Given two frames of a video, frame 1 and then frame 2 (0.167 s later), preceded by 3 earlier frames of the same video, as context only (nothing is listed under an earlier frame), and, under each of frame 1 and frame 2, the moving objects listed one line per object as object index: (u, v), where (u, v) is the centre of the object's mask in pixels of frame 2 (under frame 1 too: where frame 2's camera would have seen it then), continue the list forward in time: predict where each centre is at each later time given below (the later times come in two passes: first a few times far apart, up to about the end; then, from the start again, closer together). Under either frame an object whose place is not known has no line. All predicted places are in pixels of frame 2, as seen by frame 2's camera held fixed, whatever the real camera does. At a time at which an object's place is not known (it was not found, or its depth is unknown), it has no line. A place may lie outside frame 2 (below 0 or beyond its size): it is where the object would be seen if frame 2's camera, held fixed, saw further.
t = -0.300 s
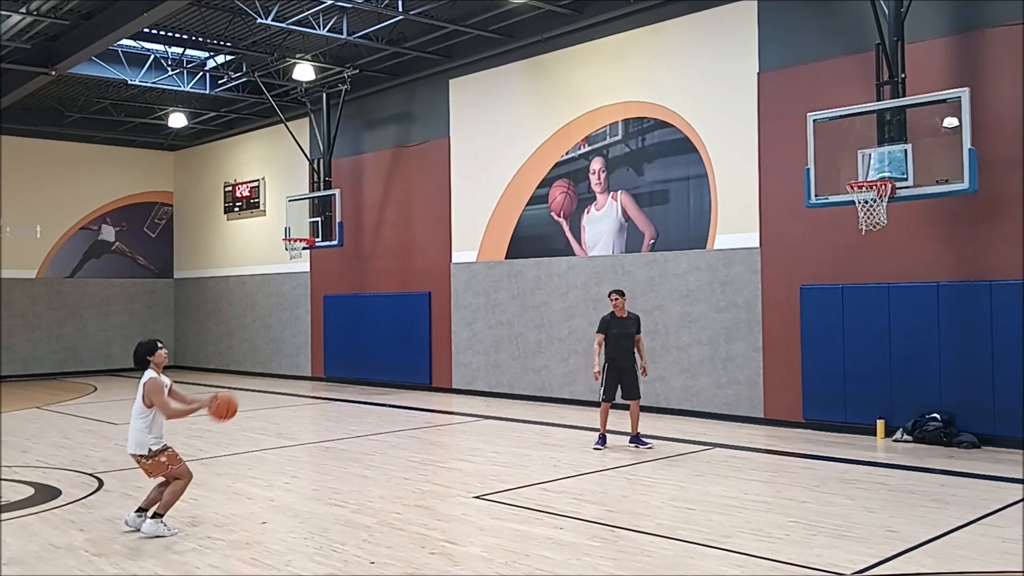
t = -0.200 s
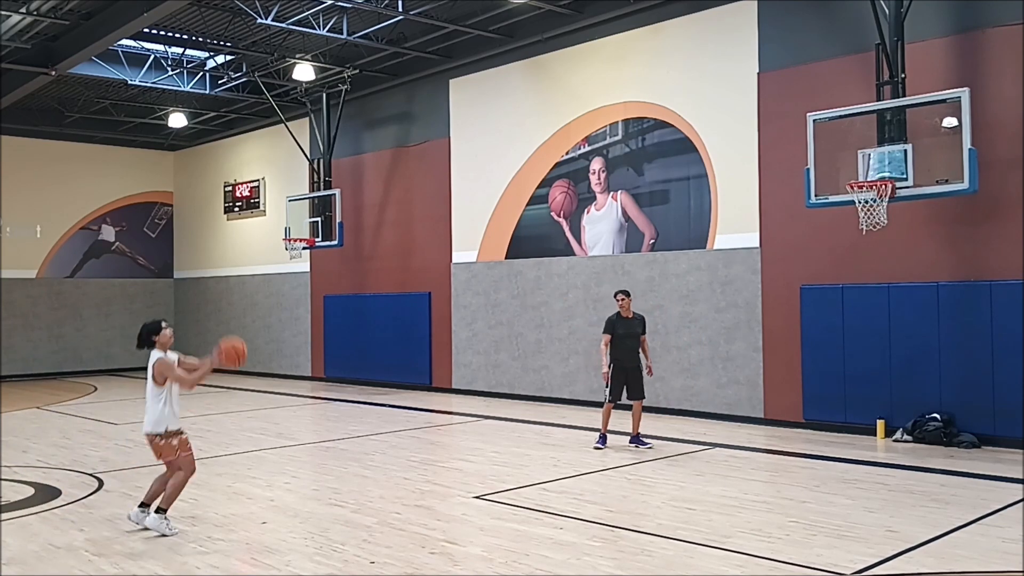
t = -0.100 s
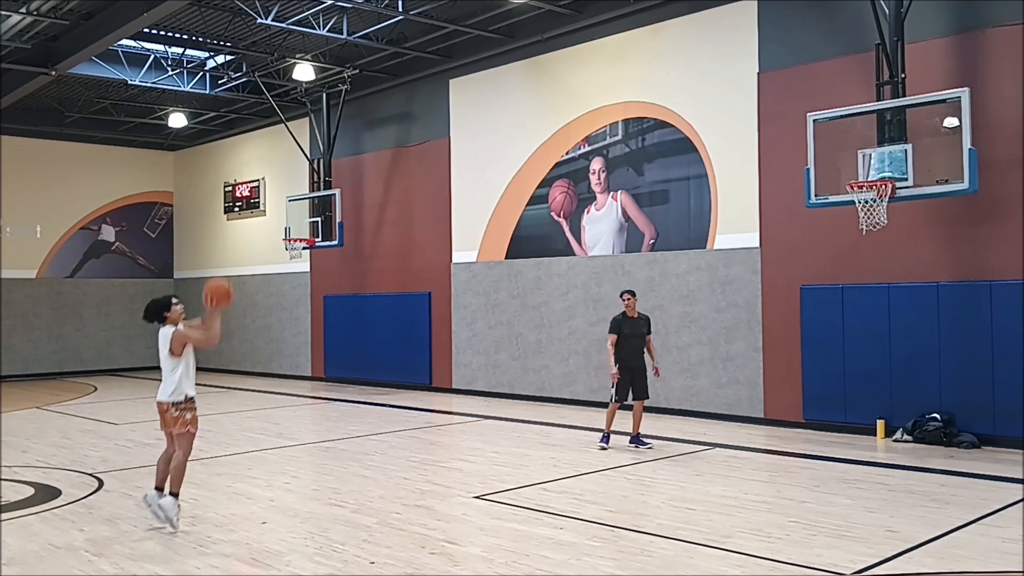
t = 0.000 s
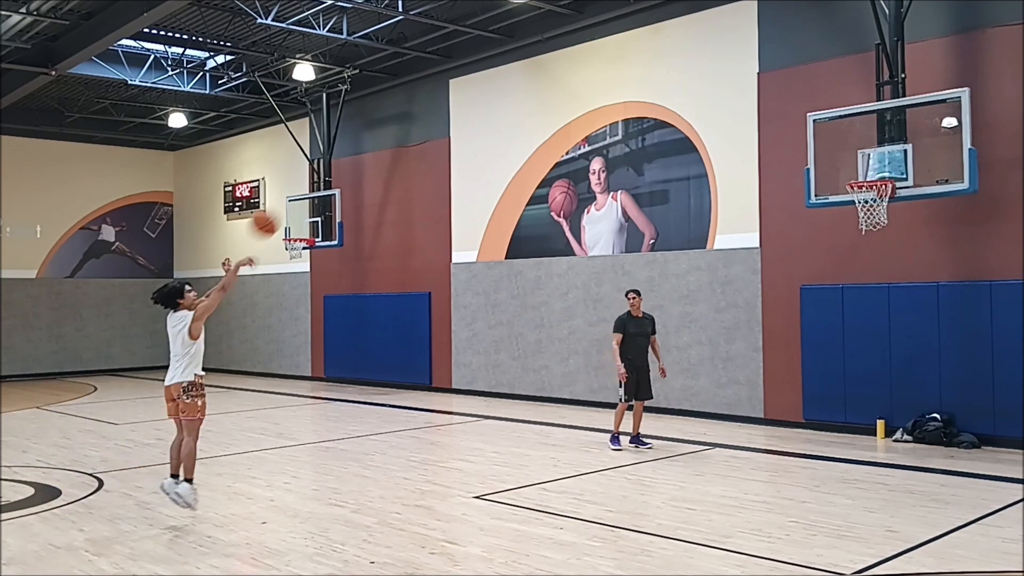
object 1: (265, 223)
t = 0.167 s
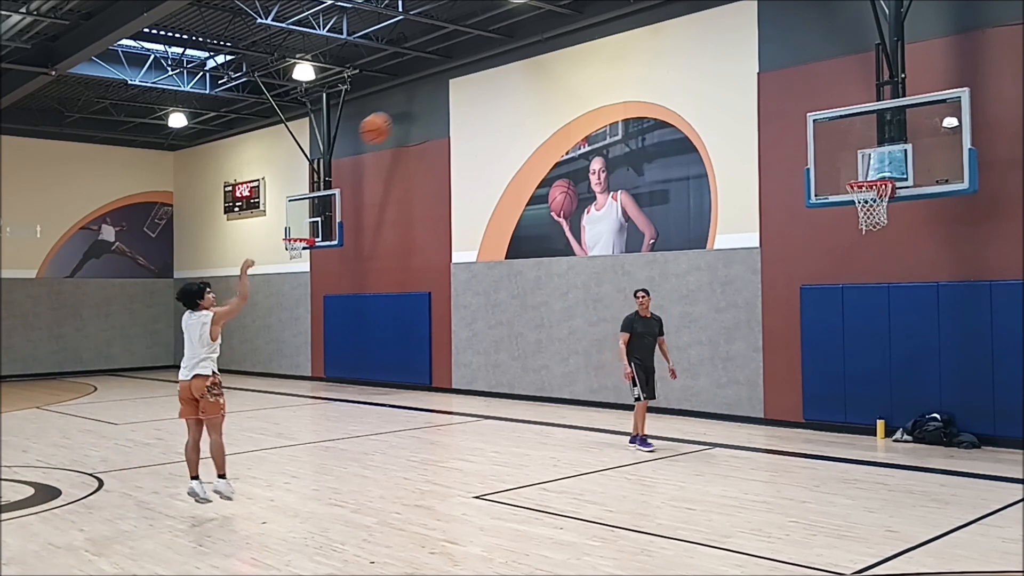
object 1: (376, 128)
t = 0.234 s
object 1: (417, 100)
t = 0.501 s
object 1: (568, 40)
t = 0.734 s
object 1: (689, 49)
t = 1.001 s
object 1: (812, 116)
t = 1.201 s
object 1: (879, 197)
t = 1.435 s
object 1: (853, 250)
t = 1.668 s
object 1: (828, 340)
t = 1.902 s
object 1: (805, 419)
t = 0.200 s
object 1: (396, 114)
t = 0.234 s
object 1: (417, 100)
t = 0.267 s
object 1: (436, 88)
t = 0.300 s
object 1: (456, 77)
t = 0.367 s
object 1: (495, 59)
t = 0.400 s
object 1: (514, 53)
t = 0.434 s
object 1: (532, 48)
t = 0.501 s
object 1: (568, 40)
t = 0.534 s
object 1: (586, 37)
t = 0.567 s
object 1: (603, 37)
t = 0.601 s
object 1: (621, 37)
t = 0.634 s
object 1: (638, 39)
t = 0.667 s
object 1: (656, 41)
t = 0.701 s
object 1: (672, 45)
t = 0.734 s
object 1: (689, 49)
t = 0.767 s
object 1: (705, 54)
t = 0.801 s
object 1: (721, 61)
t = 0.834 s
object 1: (737, 68)
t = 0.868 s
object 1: (753, 76)
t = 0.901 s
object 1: (769, 85)
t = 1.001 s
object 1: (812, 116)
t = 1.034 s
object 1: (828, 130)
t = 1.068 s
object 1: (842, 143)
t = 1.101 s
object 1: (856, 157)
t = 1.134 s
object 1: (871, 172)
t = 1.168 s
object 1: (882, 191)
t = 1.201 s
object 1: (879, 197)
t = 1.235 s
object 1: (877, 206)
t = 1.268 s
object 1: (871, 217)
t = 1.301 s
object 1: (869, 219)
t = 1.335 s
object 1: (865, 225)
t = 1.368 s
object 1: (861, 234)
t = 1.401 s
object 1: (857, 241)
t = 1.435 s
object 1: (853, 250)
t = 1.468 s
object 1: (849, 260)
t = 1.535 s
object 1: (842, 284)
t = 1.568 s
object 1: (839, 297)
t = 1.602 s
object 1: (835, 311)
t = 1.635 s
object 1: (832, 325)
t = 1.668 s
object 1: (828, 340)
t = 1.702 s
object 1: (825, 357)
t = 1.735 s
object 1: (822, 374)
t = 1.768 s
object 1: (819, 391)
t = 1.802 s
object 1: (816, 410)
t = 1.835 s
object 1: (814, 427)
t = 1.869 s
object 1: (810, 432)
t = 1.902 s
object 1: (805, 419)
